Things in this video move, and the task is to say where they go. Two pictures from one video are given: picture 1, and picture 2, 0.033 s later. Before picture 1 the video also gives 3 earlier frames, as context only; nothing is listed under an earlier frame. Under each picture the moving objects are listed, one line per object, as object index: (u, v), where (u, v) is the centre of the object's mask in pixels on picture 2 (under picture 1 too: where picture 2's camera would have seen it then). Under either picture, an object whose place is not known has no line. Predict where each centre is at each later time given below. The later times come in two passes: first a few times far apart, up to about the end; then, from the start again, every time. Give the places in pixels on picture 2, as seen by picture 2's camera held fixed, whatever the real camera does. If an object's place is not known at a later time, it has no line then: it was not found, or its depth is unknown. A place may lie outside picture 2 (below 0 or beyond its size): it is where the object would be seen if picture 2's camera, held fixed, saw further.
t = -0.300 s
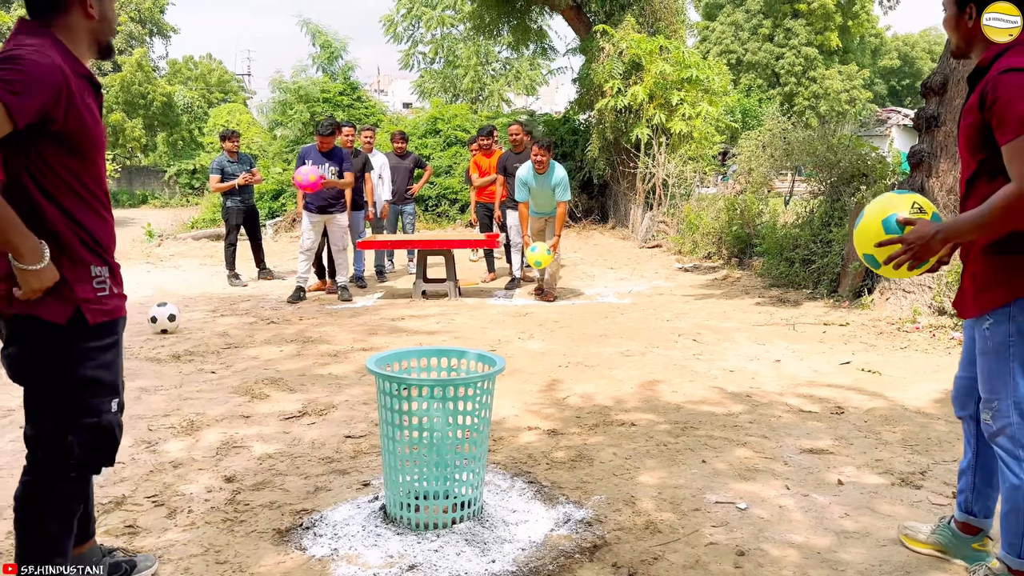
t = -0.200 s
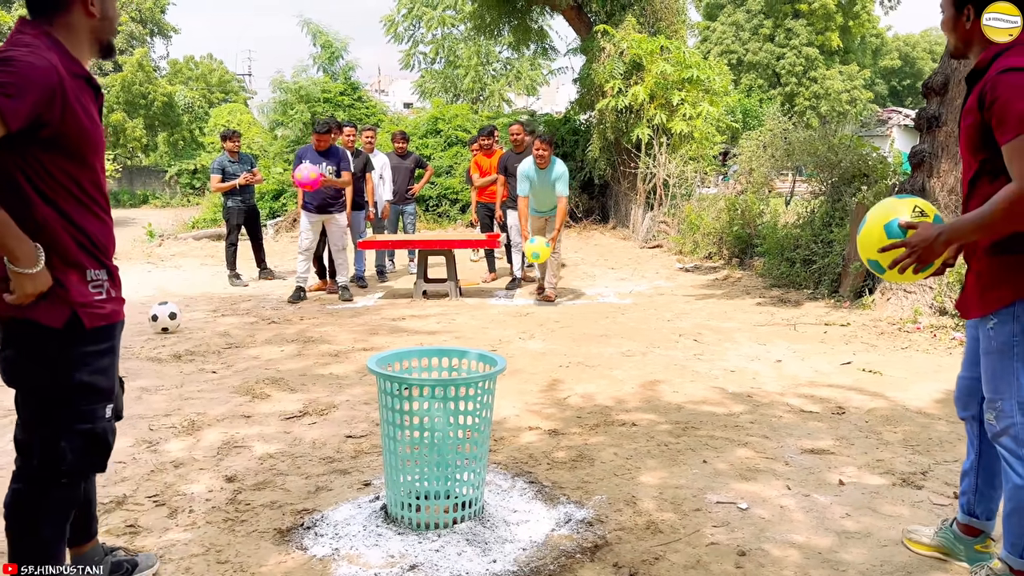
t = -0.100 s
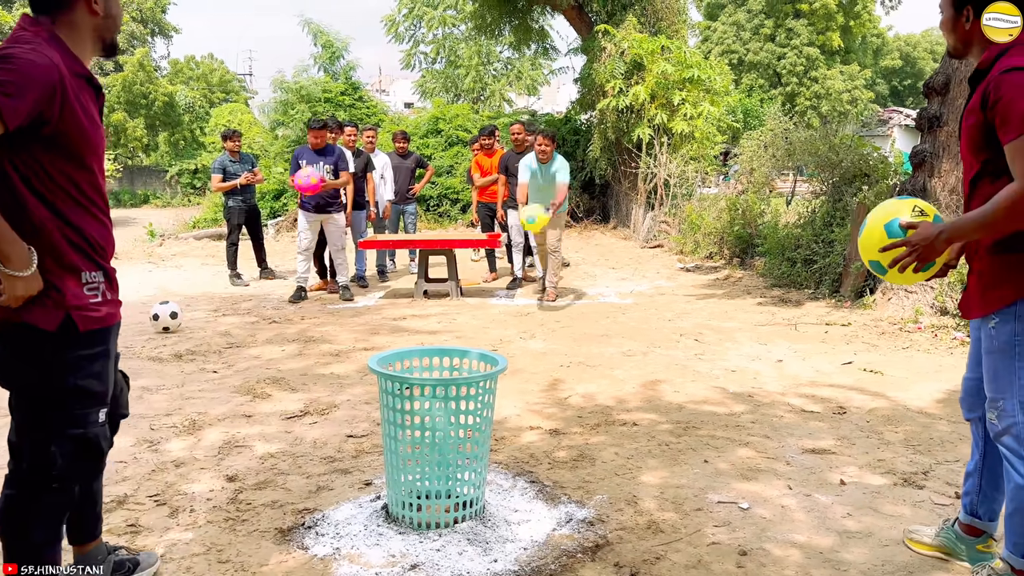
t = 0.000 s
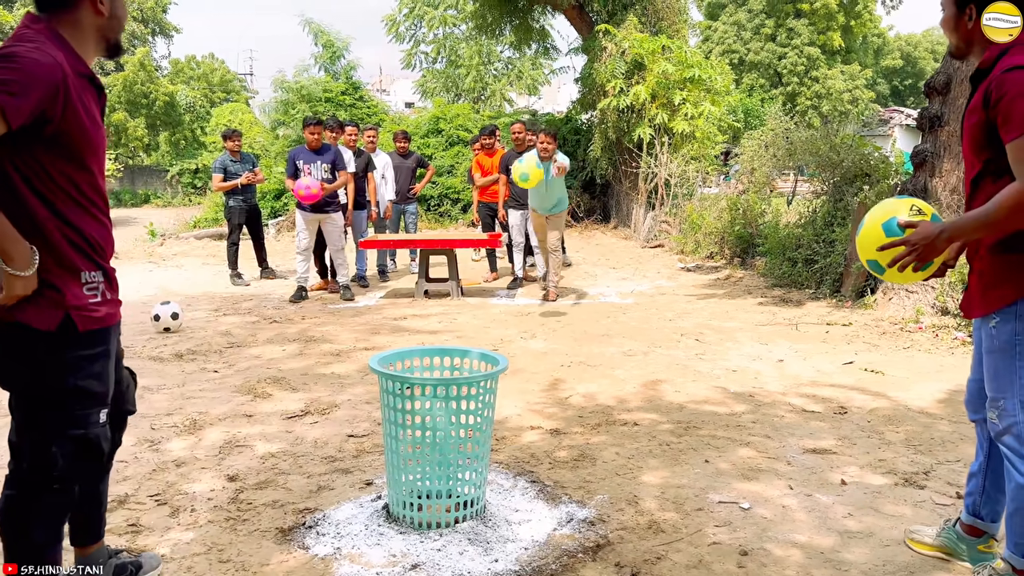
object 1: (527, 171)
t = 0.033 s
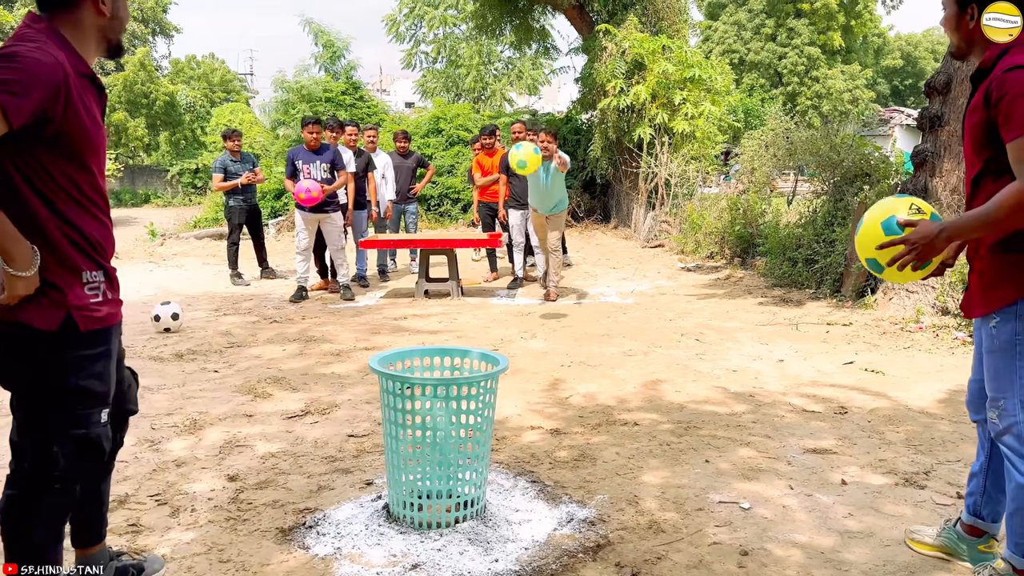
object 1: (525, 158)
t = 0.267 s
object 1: (511, 93)
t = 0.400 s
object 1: (509, 94)
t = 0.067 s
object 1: (522, 145)
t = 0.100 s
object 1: (520, 132)
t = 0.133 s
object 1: (518, 122)
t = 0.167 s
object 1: (516, 112)
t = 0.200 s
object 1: (514, 104)
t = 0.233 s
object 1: (513, 98)
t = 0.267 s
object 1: (511, 93)
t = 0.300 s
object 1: (511, 90)
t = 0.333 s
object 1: (510, 90)
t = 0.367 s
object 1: (509, 91)
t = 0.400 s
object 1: (509, 94)
